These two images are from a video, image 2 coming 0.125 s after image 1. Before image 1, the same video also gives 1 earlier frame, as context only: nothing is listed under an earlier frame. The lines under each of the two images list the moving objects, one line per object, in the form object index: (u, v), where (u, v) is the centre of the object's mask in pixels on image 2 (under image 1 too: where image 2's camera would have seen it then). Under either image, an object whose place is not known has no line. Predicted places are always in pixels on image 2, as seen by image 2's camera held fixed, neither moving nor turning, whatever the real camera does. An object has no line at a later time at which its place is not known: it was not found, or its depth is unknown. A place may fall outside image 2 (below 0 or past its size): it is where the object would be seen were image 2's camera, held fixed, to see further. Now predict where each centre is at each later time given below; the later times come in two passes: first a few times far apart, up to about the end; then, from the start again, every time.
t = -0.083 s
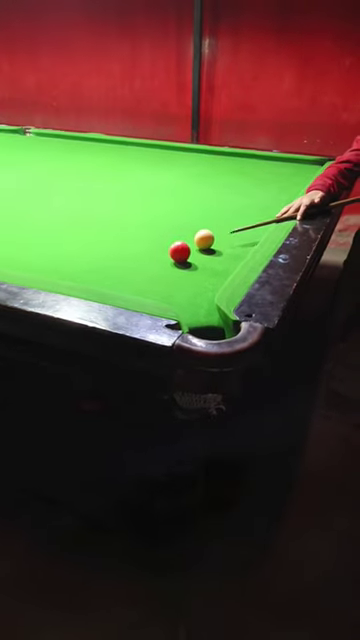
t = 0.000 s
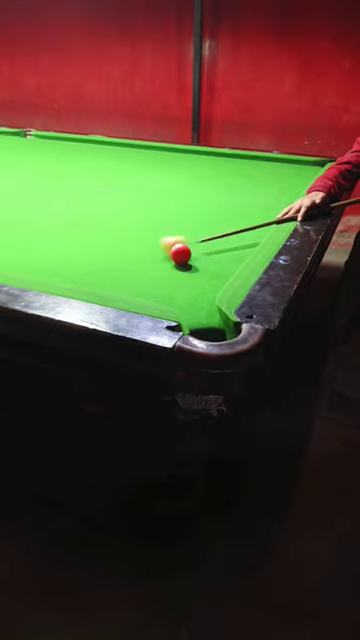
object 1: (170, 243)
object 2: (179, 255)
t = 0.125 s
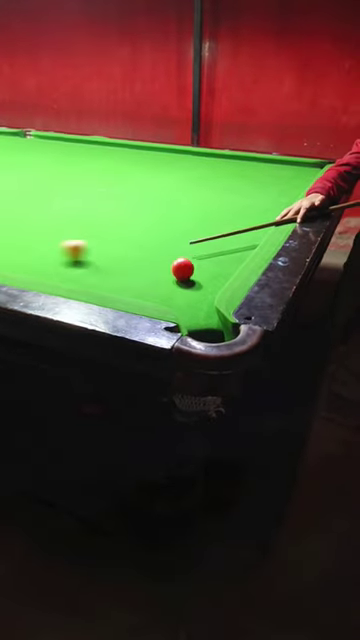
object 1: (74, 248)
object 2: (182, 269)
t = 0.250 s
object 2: (185, 283)
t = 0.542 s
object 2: (195, 324)
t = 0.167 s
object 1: (42, 250)
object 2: (183, 273)
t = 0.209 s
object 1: (11, 251)
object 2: (184, 278)
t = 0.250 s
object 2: (185, 283)
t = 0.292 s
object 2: (186, 287)
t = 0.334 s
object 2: (188, 293)
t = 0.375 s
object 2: (189, 298)
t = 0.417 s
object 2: (190, 304)
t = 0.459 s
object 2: (191, 309)
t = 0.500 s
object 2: (192, 315)
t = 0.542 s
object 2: (195, 324)
